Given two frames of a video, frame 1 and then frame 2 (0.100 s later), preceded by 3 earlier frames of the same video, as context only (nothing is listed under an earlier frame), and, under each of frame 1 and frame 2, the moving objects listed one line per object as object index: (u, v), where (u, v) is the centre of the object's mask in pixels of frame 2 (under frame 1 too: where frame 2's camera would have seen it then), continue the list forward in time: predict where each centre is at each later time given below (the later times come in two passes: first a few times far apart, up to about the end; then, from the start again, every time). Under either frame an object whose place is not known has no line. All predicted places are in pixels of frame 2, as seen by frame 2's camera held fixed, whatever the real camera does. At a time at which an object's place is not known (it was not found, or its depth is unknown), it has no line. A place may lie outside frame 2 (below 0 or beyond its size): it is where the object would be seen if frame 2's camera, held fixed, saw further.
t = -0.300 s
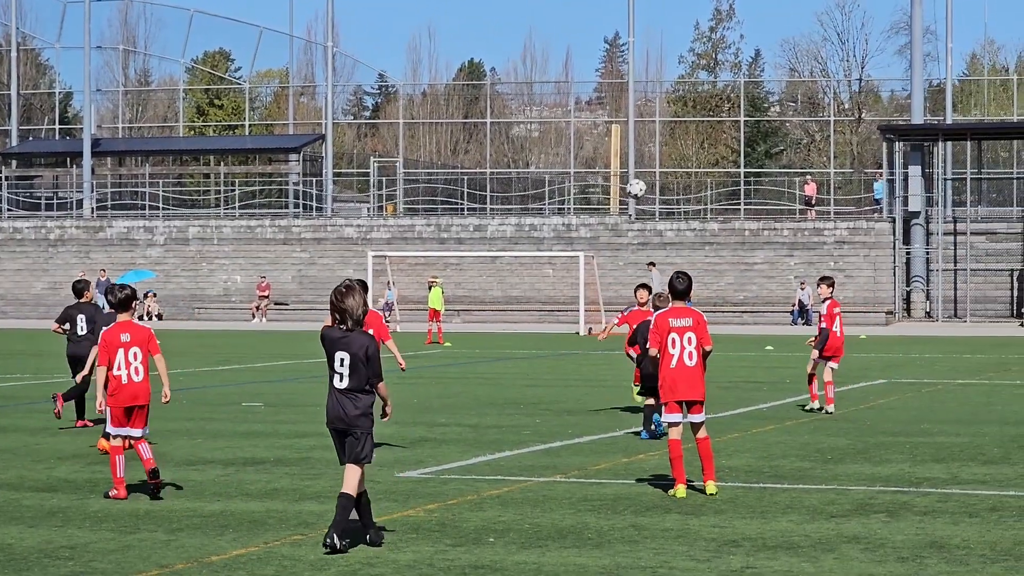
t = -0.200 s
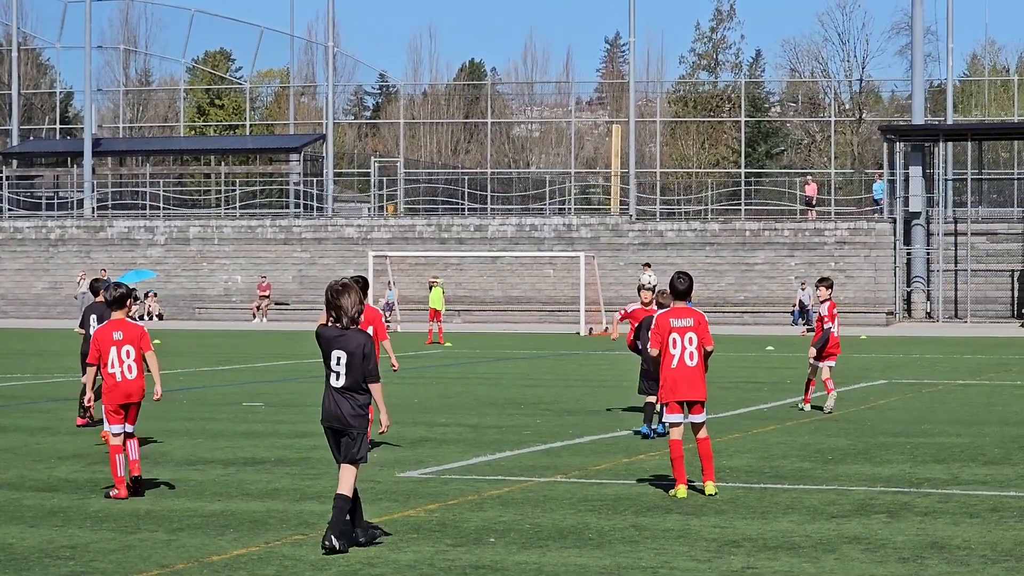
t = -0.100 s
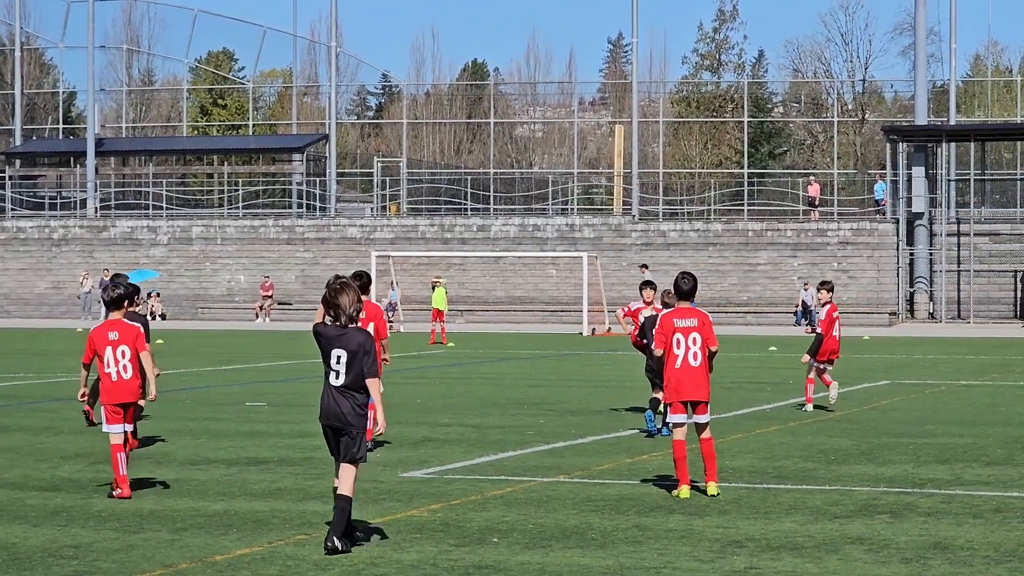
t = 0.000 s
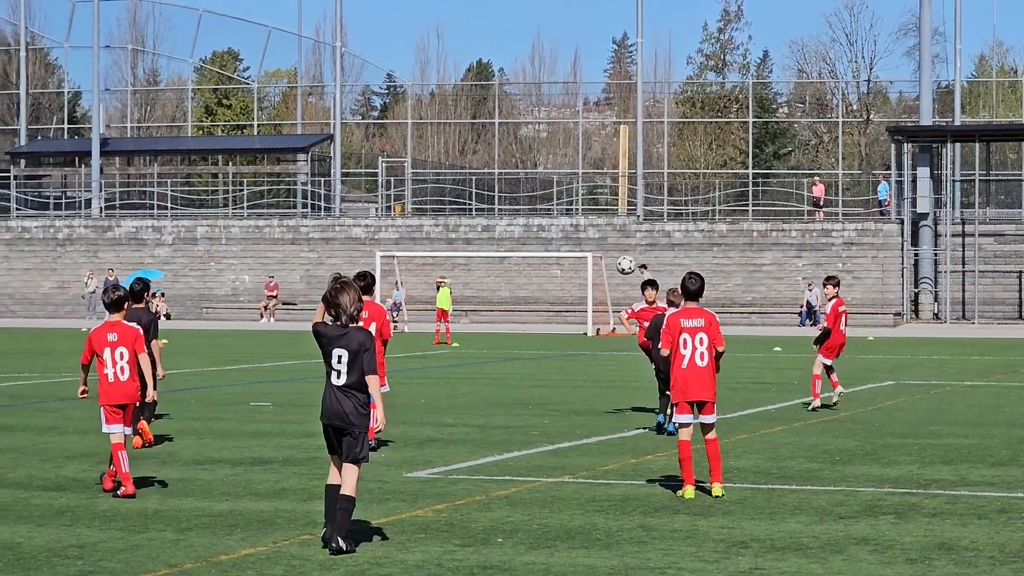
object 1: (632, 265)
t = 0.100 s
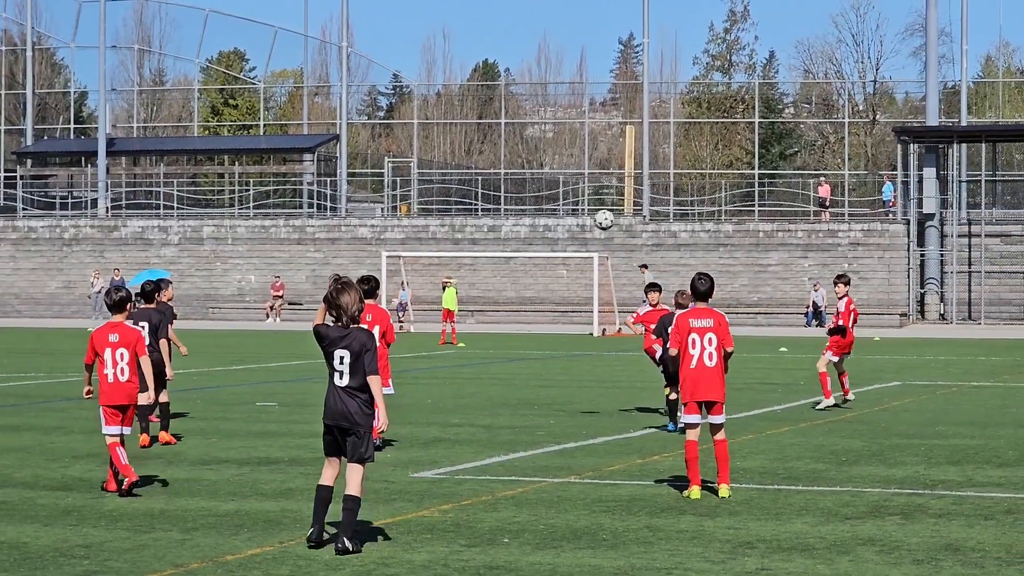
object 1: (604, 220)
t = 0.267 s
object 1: (555, 164)
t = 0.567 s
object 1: (458, 134)
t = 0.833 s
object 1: (362, 196)
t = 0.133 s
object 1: (594, 206)
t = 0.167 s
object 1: (585, 194)
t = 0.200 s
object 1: (575, 183)
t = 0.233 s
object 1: (565, 173)
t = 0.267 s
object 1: (555, 164)
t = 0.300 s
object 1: (545, 157)
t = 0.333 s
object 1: (534, 150)
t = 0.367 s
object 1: (524, 144)
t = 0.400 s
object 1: (513, 139)
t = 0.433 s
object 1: (502, 136)
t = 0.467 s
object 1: (491, 133)
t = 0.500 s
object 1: (480, 132)
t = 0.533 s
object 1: (469, 133)
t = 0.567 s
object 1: (458, 134)
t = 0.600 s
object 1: (446, 137)
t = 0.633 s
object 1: (434, 141)
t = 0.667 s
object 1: (422, 147)
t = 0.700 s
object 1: (410, 154)
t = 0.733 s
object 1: (398, 161)
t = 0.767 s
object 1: (386, 171)
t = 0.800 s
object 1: (374, 183)
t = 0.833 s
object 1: (362, 196)
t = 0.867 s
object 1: (349, 210)
